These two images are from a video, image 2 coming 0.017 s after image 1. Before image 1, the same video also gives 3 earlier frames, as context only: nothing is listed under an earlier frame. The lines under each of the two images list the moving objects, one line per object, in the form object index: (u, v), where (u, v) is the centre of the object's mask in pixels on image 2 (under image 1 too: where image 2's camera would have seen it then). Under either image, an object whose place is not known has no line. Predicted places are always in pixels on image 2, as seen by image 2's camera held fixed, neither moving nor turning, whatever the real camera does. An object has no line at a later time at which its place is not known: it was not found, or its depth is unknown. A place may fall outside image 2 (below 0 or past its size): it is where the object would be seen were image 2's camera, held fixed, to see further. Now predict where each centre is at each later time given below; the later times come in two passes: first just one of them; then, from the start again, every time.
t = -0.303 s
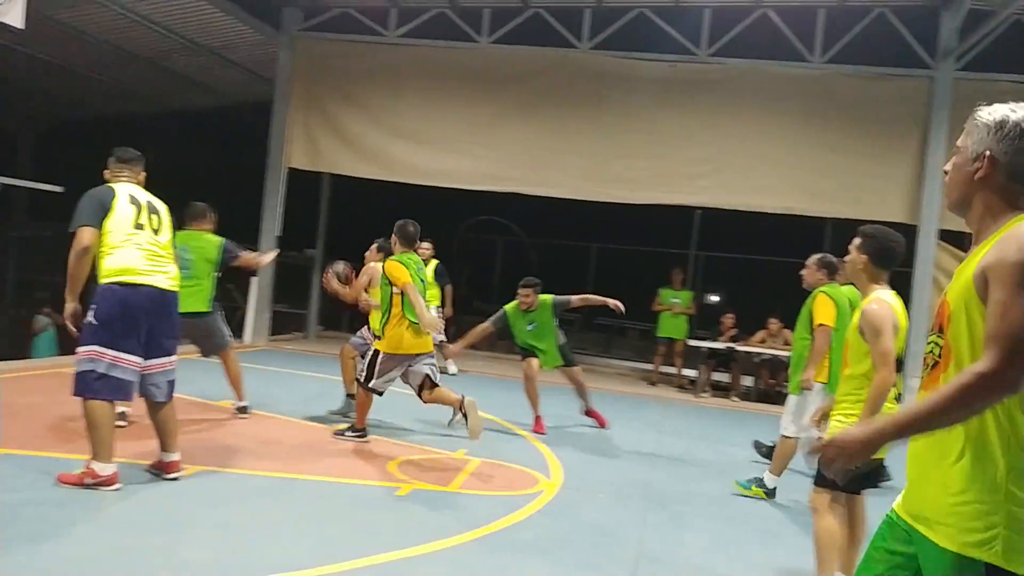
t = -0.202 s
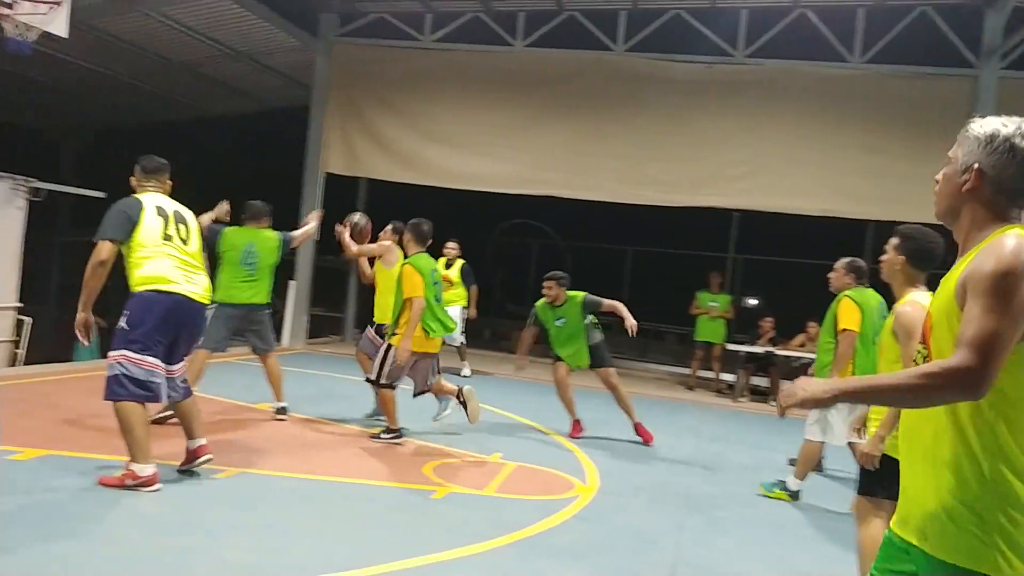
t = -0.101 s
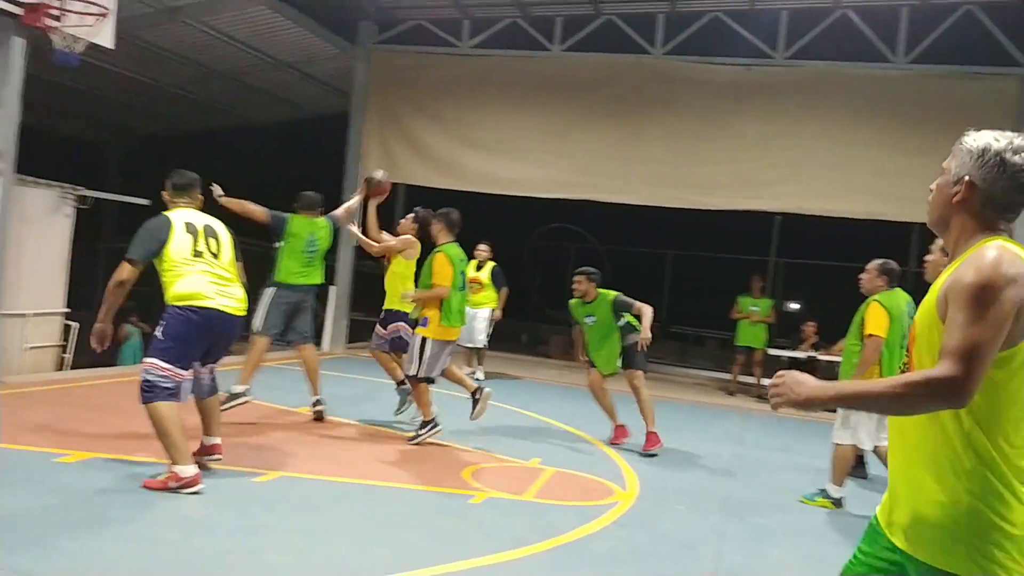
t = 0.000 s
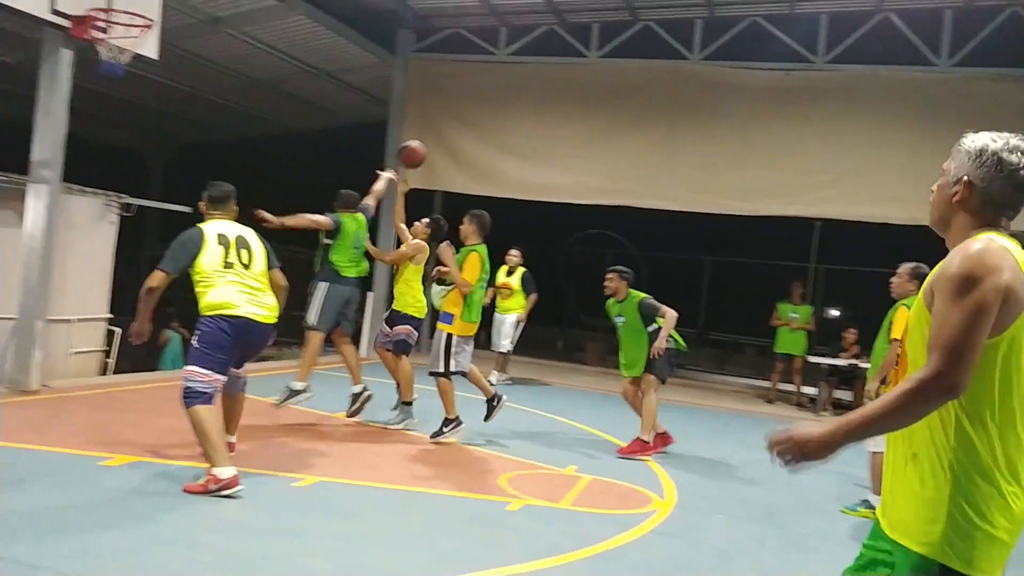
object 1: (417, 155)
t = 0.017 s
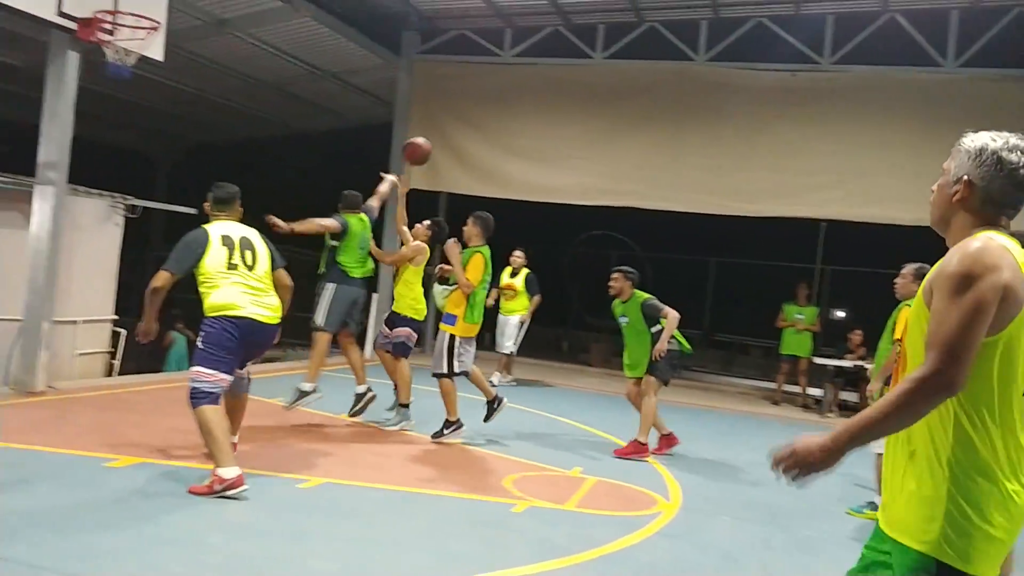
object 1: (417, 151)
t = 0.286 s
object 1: (422, 118)
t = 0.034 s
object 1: (417, 146)
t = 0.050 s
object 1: (418, 143)
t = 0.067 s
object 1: (418, 138)
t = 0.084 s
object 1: (419, 135)
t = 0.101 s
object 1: (419, 132)
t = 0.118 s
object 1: (420, 129)
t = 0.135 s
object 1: (421, 127)
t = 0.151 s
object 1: (421, 125)
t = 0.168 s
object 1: (422, 123)
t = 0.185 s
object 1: (422, 121)
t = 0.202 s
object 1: (422, 120)
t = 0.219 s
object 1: (422, 119)
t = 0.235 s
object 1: (422, 118)
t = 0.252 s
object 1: (422, 118)
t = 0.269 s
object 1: (422, 118)
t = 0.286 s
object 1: (422, 118)
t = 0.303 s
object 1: (422, 119)
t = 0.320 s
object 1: (422, 120)
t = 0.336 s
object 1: (423, 121)
